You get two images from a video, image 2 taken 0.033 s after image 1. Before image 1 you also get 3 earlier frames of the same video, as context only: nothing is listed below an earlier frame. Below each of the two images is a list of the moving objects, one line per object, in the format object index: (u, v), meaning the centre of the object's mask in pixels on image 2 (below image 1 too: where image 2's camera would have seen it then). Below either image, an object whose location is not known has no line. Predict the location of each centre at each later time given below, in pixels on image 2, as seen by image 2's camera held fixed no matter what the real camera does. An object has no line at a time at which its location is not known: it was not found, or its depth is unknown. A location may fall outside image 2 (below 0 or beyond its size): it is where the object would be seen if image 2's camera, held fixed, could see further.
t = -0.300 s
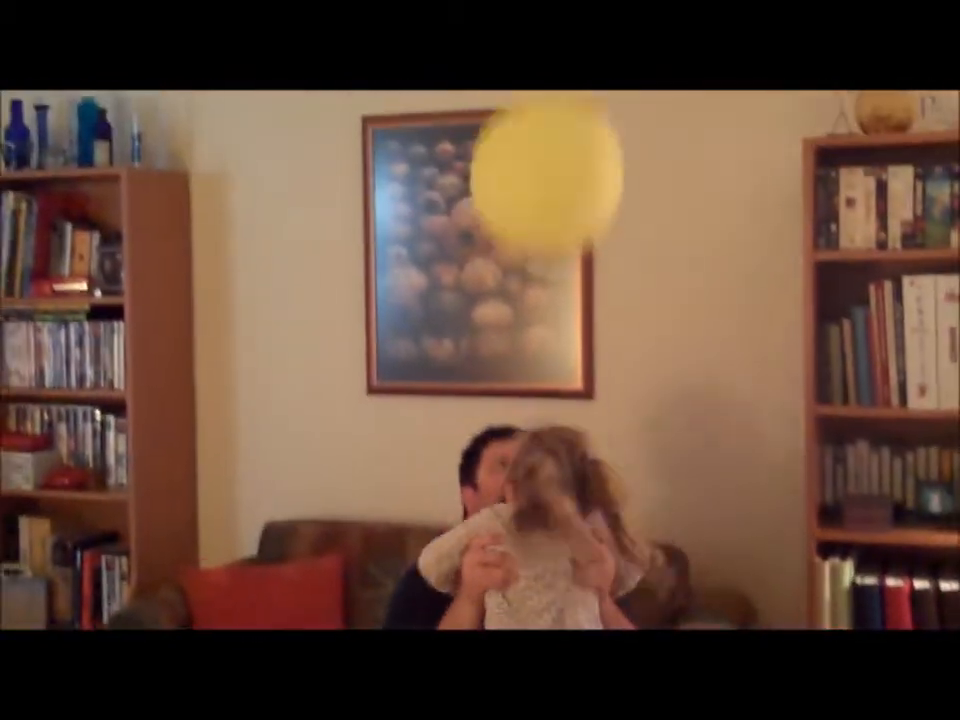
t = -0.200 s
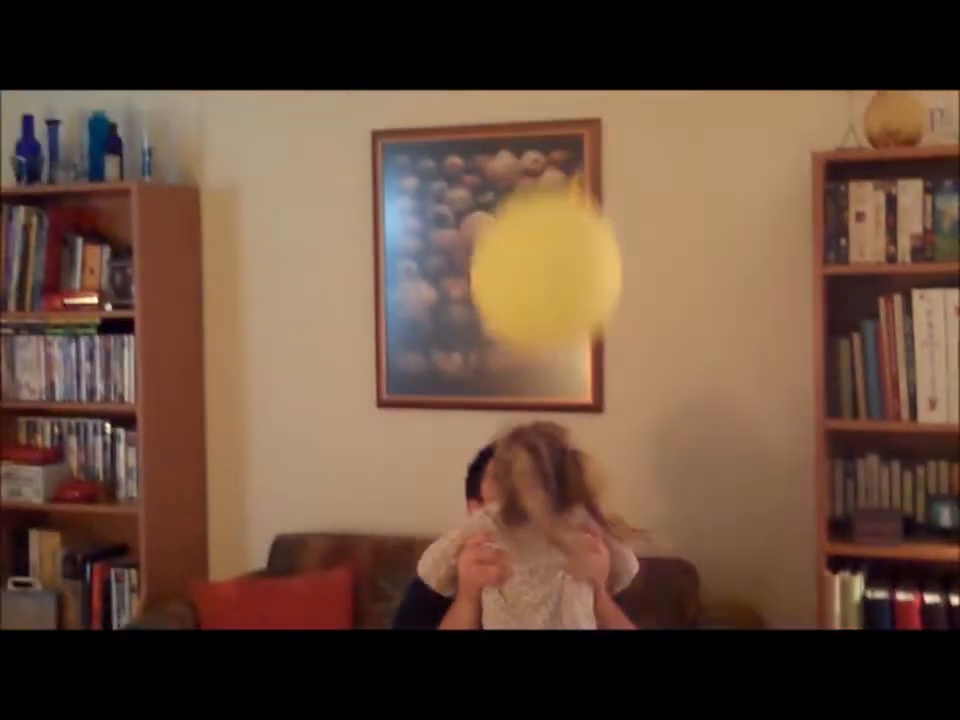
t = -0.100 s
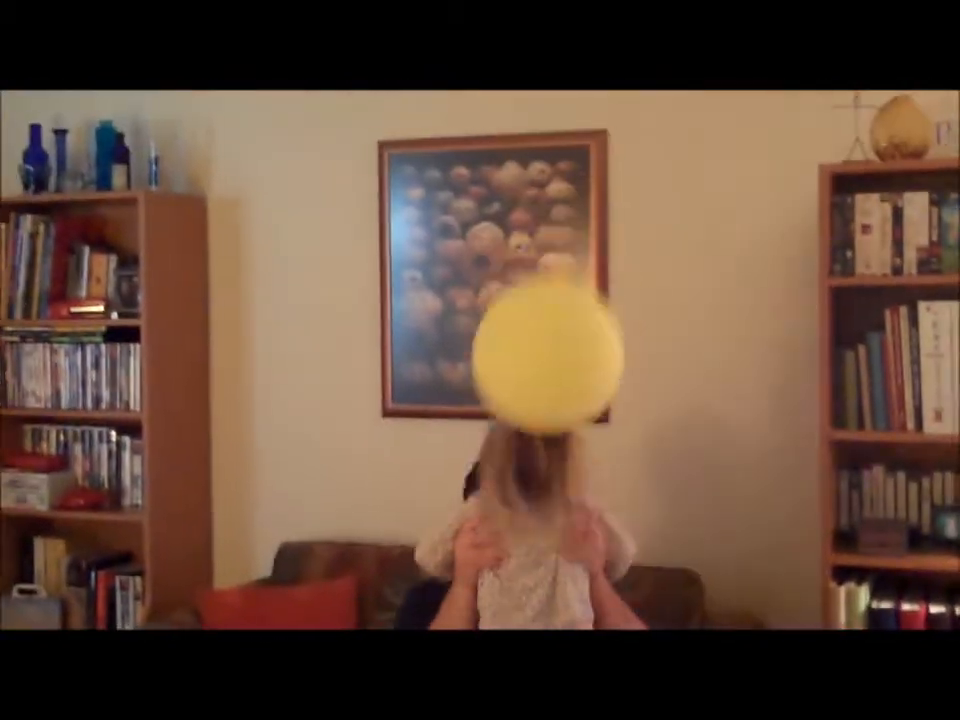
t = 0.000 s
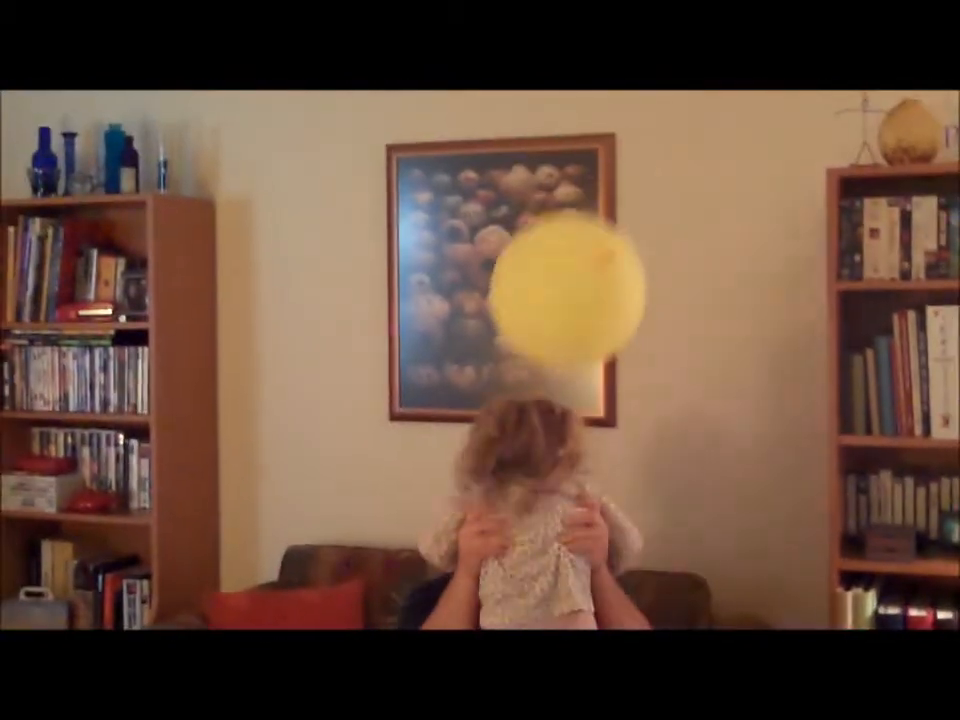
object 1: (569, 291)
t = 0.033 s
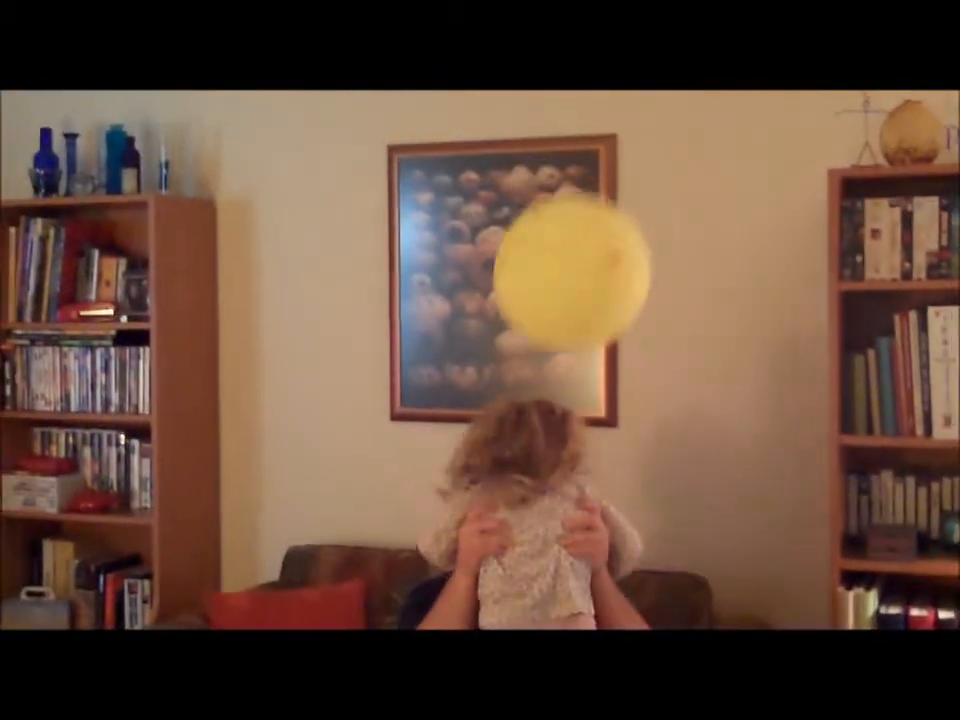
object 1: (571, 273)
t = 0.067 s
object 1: (575, 257)
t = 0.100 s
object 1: (578, 241)
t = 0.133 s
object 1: (581, 227)
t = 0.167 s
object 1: (584, 216)
